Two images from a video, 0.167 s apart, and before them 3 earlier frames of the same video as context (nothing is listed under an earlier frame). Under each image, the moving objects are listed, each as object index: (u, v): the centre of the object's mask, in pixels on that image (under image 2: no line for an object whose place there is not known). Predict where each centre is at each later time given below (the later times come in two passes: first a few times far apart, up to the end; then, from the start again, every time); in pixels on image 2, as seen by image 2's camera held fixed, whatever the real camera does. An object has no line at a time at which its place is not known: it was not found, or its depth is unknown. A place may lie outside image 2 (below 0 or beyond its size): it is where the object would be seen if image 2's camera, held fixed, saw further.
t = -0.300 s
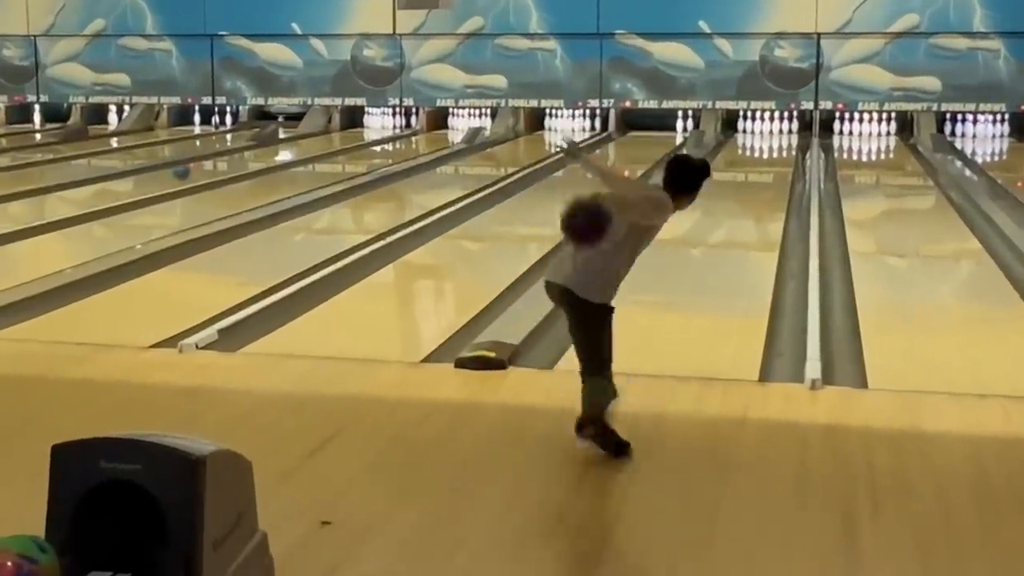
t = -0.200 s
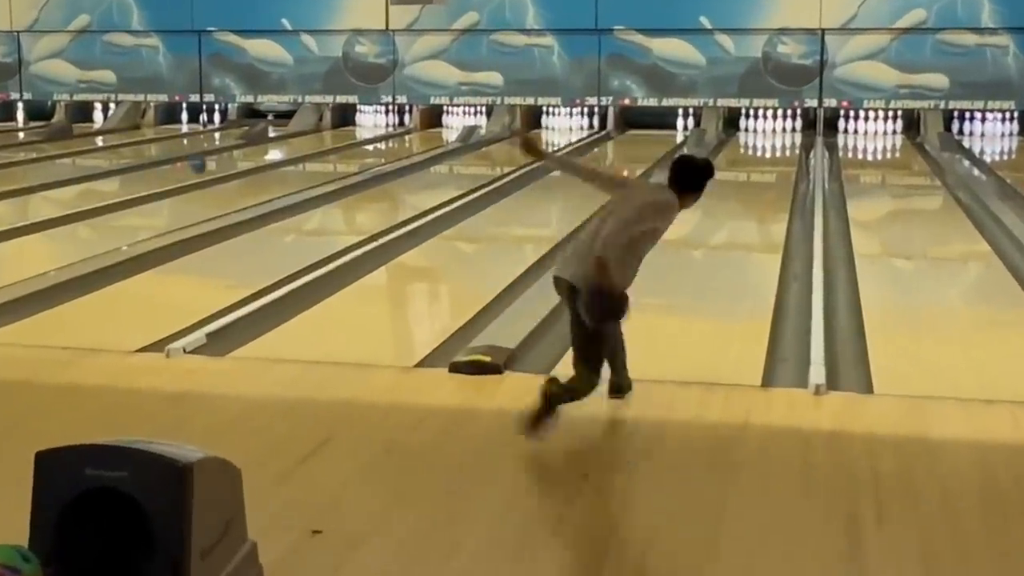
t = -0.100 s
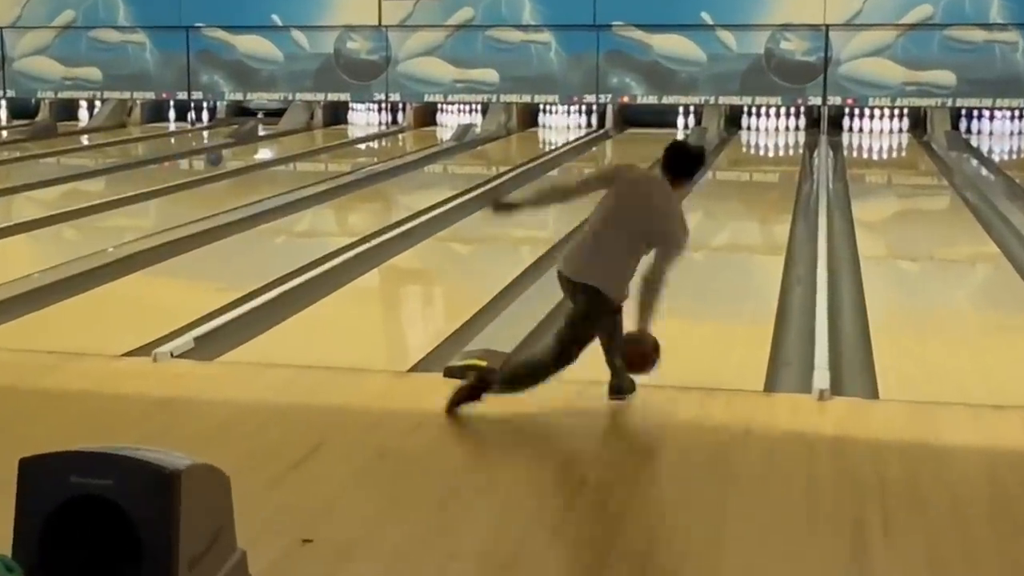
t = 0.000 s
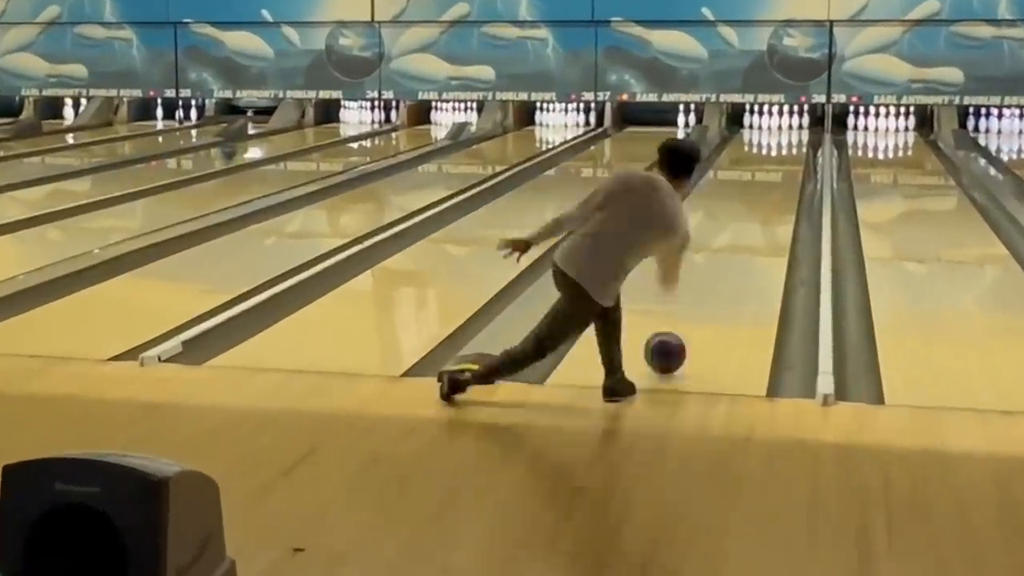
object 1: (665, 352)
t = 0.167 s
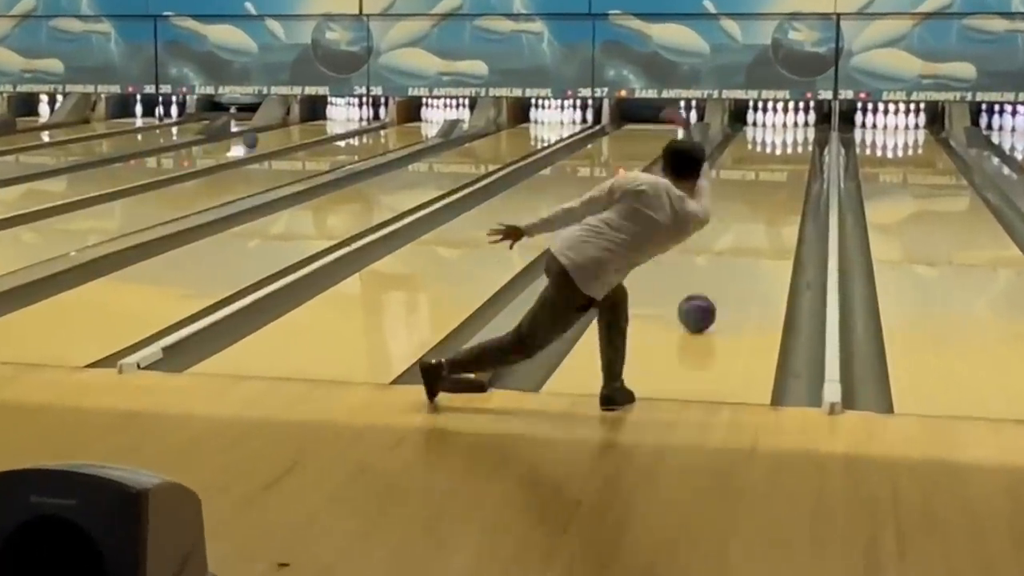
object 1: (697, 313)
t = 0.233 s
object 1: (707, 297)
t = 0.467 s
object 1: (736, 252)
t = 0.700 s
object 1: (757, 220)
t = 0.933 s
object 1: (773, 196)
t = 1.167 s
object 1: (785, 177)
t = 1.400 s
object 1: (793, 162)
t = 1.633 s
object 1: (799, 149)
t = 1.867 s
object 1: (799, 138)
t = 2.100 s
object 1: (794, 129)
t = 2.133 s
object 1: (793, 128)
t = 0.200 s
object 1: (702, 305)
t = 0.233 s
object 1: (707, 297)
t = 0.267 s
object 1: (712, 290)
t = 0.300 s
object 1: (716, 282)
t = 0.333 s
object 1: (720, 276)
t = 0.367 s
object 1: (725, 269)
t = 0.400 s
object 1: (729, 263)
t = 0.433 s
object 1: (732, 257)
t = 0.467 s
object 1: (736, 252)
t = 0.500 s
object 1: (739, 247)
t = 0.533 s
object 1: (743, 242)
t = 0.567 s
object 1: (746, 237)
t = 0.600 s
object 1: (749, 233)
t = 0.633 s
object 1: (751, 228)
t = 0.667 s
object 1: (754, 224)
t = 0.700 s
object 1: (757, 220)
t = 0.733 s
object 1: (760, 216)
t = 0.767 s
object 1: (762, 213)
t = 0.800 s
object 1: (764, 209)
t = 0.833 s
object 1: (767, 206)
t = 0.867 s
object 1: (769, 202)
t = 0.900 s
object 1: (771, 199)
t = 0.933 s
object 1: (773, 196)
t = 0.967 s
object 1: (775, 193)
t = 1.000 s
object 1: (777, 190)
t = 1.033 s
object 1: (779, 187)
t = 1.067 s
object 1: (781, 185)
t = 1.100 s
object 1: (782, 182)
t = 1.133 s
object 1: (784, 179)
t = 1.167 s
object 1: (785, 177)
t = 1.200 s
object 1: (786, 174)
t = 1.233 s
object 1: (788, 173)
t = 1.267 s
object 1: (789, 170)
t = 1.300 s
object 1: (790, 168)
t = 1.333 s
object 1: (791, 166)
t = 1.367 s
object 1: (792, 163)
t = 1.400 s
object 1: (793, 162)
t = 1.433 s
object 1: (794, 160)
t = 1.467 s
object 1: (795, 158)
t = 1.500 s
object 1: (796, 156)
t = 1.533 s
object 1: (797, 154)
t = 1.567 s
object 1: (798, 152)
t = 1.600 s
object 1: (798, 150)
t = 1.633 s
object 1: (799, 149)
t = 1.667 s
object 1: (799, 147)
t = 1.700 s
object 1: (799, 145)
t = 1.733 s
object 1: (799, 144)
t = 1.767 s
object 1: (799, 142)
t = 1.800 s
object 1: (799, 141)
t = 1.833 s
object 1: (799, 139)
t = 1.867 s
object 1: (799, 138)
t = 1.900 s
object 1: (799, 136)
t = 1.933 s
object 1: (799, 135)
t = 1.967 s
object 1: (798, 134)
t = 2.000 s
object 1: (797, 133)
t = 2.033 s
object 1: (796, 132)
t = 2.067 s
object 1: (795, 130)
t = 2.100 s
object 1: (794, 129)
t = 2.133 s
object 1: (793, 128)
